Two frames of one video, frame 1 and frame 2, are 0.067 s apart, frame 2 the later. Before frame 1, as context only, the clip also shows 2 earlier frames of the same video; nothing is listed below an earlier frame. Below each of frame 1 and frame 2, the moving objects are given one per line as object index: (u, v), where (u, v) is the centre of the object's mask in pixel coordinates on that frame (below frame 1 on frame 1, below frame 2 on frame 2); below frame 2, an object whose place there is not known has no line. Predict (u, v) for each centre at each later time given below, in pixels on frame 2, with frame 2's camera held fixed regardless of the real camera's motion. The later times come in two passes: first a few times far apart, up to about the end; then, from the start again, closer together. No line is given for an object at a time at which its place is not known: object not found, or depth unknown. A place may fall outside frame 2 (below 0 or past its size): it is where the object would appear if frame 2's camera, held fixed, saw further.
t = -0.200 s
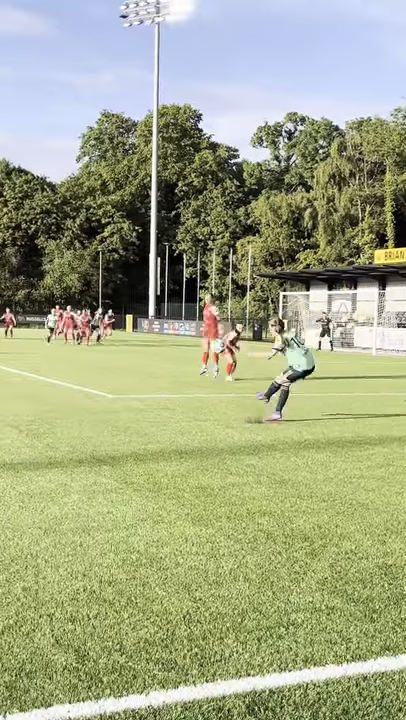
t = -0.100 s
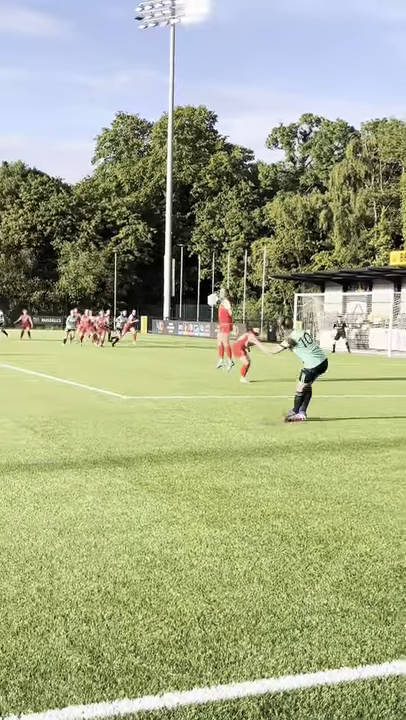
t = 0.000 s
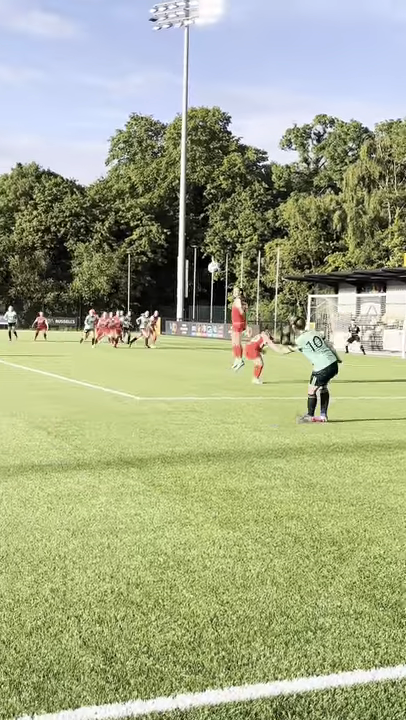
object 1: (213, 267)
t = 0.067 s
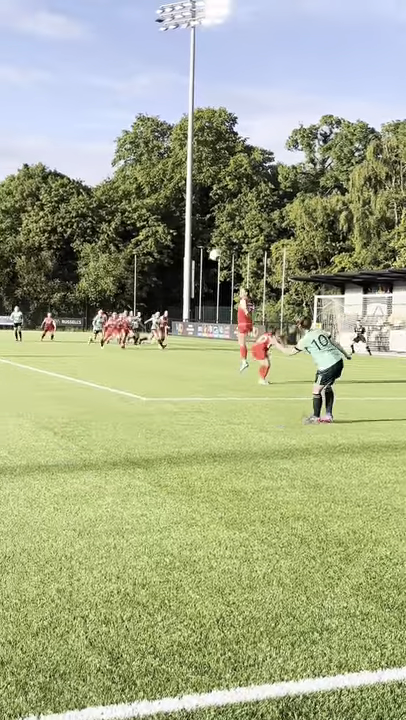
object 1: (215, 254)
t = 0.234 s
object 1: (203, 225)
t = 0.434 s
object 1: (196, 209)
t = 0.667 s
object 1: (194, 210)
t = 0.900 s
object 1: (196, 225)
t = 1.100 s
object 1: (200, 245)
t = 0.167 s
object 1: (206, 235)
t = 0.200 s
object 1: (204, 227)
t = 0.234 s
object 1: (203, 225)
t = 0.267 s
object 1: (201, 221)
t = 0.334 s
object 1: (199, 215)
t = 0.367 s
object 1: (197, 213)
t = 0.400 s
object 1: (196, 210)
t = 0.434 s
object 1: (196, 209)
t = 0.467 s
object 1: (195, 208)
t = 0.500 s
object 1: (195, 208)
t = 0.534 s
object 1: (195, 207)
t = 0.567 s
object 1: (195, 207)
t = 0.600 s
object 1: (194, 208)
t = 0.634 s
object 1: (194, 209)
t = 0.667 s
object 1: (194, 210)
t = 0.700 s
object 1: (194, 212)
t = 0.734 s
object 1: (194, 213)
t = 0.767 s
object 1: (195, 214)
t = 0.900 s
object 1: (196, 225)
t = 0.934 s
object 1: (196, 226)
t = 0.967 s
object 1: (197, 229)
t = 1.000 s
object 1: (198, 234)
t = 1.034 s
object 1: (198, 236)
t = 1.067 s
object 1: (198, 240)
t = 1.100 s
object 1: (200, 245)
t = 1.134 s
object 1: (200, 247)
